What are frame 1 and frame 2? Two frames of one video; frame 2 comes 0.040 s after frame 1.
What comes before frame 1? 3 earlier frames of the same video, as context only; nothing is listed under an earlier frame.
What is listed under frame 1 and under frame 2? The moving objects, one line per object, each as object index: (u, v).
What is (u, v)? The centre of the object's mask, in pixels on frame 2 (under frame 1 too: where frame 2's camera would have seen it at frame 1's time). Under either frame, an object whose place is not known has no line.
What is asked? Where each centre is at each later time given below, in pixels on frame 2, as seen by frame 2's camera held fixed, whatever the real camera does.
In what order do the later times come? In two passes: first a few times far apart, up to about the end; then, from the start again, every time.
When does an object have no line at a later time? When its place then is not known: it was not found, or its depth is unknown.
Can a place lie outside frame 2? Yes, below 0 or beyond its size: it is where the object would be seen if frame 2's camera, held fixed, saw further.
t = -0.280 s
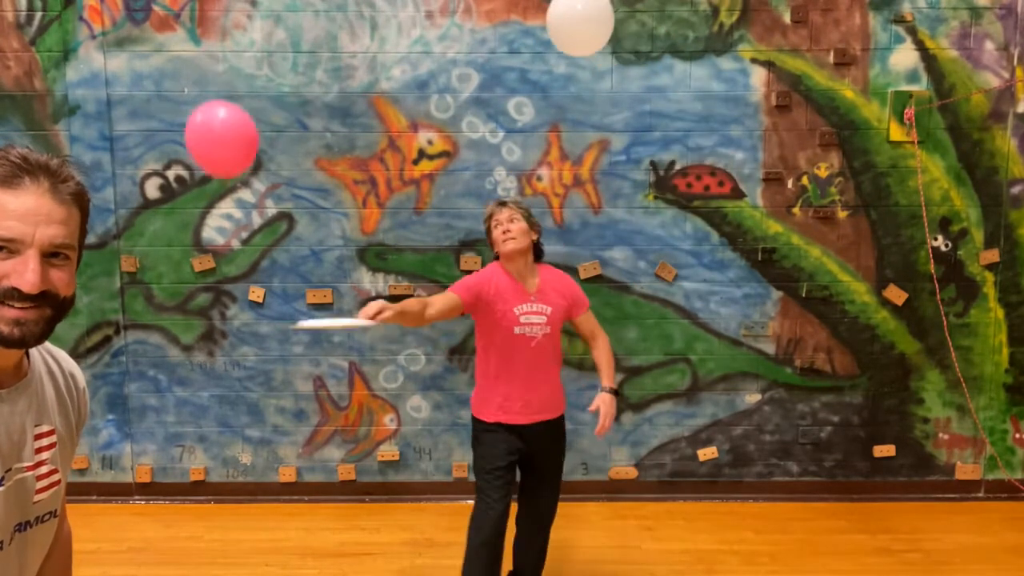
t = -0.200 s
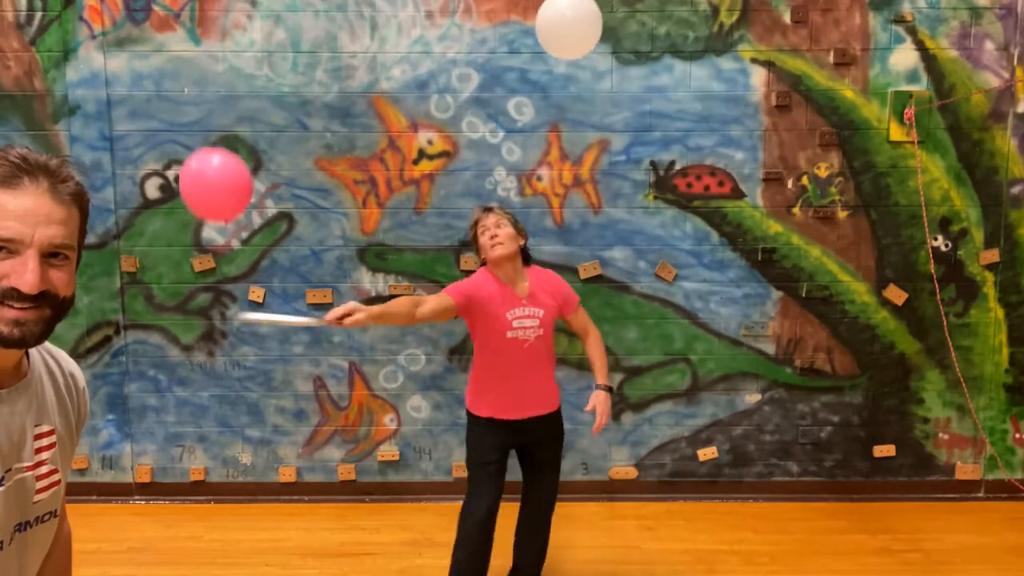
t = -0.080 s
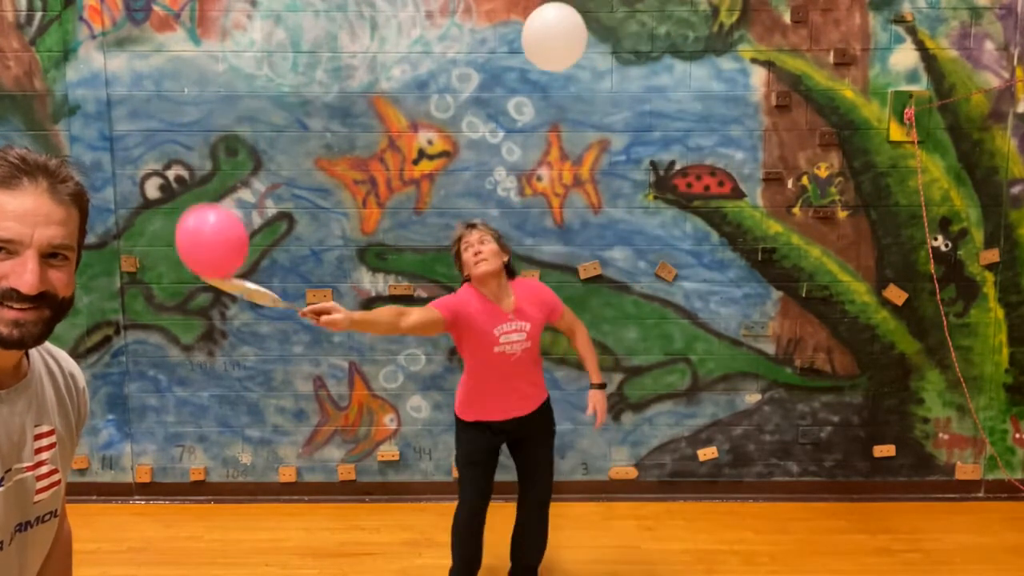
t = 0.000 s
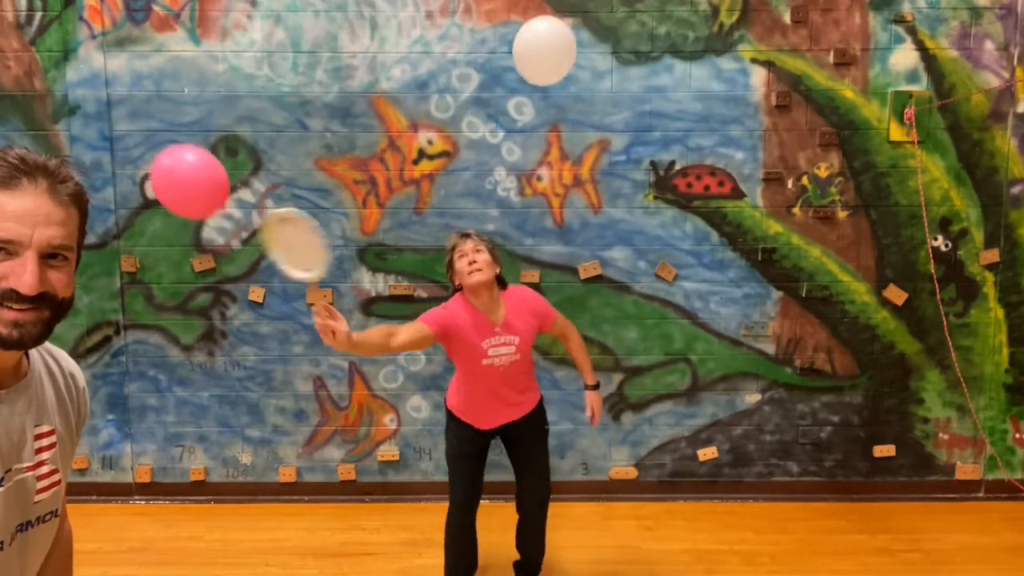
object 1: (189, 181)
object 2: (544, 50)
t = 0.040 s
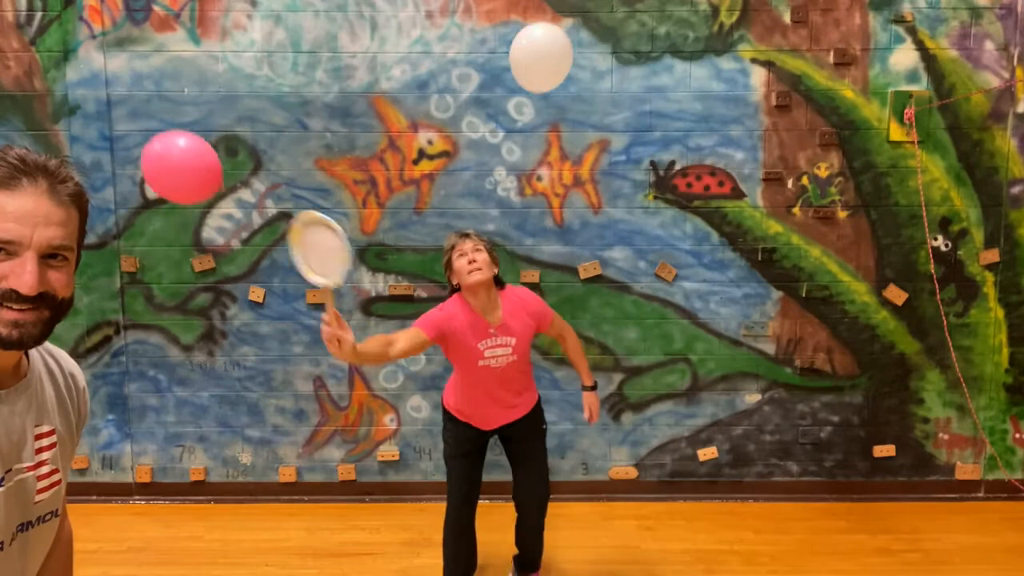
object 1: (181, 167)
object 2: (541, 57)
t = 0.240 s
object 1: (154, 115)
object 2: (522, 109)
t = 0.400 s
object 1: (136, 108)
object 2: (509, 163)
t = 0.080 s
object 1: (173, 150)
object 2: (536, 68)
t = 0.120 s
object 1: (168, 140)
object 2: (532, 77)
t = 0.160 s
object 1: (163, 131)
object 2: (529, 86)
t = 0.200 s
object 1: (158, 121)
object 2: (524, 100)
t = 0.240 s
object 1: (154, 115)
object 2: (522, 109)
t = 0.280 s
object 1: (148, 110)
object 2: (517, 125)
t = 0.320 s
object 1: (145, 108)
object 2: (515, 135)
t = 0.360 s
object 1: (141, 107)
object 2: (512, 146)
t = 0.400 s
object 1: (136, 108)
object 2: (509, 163)
